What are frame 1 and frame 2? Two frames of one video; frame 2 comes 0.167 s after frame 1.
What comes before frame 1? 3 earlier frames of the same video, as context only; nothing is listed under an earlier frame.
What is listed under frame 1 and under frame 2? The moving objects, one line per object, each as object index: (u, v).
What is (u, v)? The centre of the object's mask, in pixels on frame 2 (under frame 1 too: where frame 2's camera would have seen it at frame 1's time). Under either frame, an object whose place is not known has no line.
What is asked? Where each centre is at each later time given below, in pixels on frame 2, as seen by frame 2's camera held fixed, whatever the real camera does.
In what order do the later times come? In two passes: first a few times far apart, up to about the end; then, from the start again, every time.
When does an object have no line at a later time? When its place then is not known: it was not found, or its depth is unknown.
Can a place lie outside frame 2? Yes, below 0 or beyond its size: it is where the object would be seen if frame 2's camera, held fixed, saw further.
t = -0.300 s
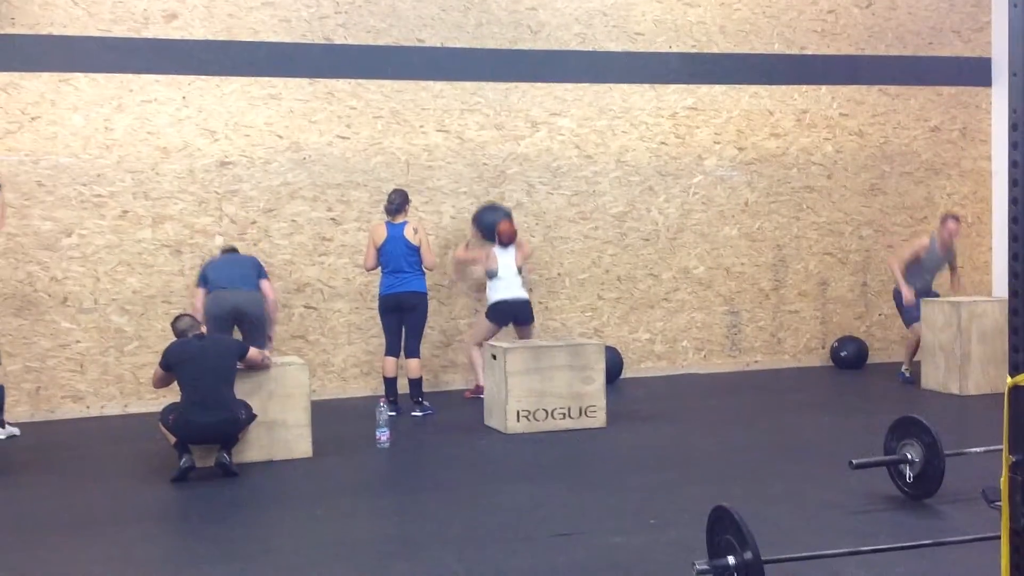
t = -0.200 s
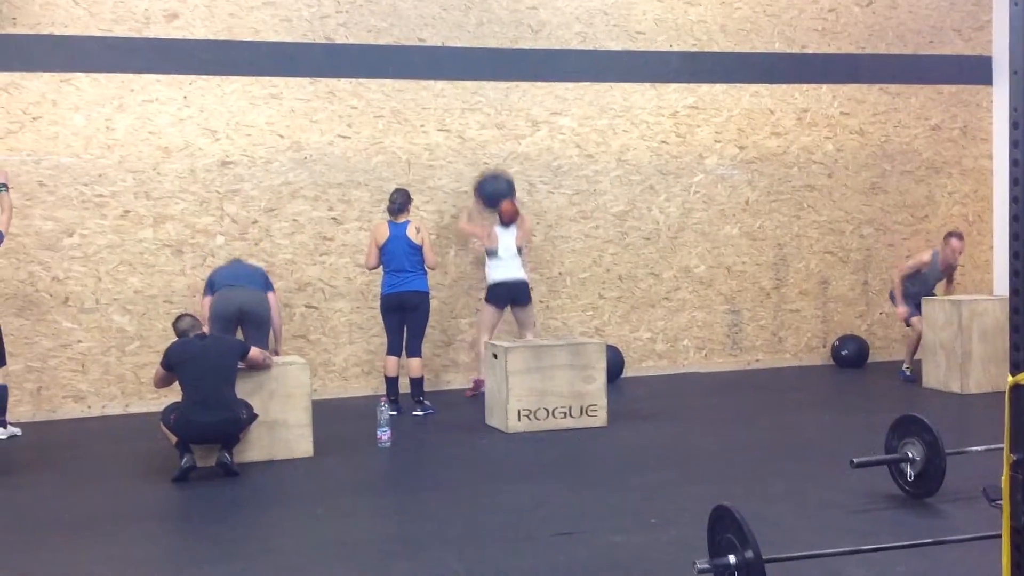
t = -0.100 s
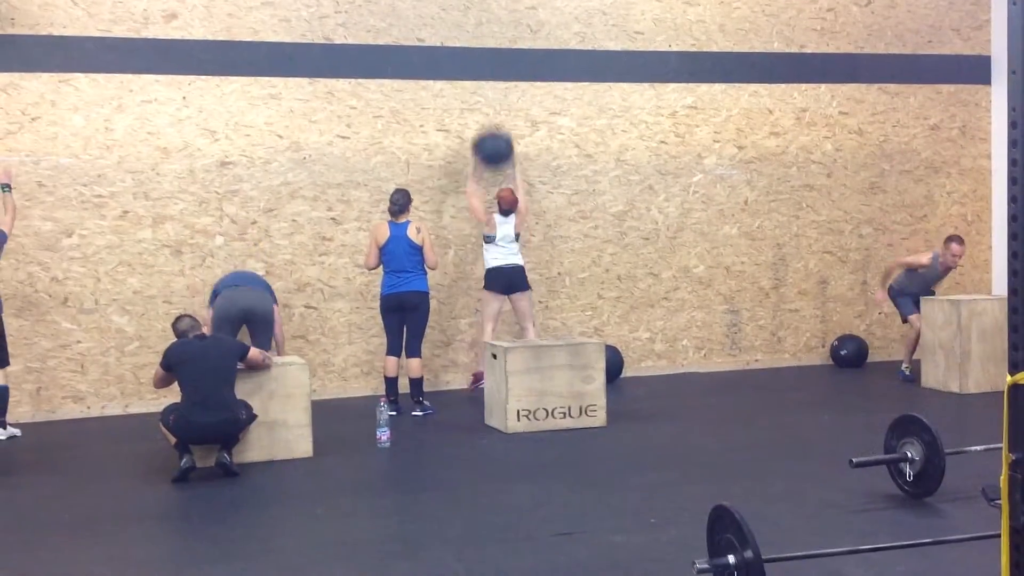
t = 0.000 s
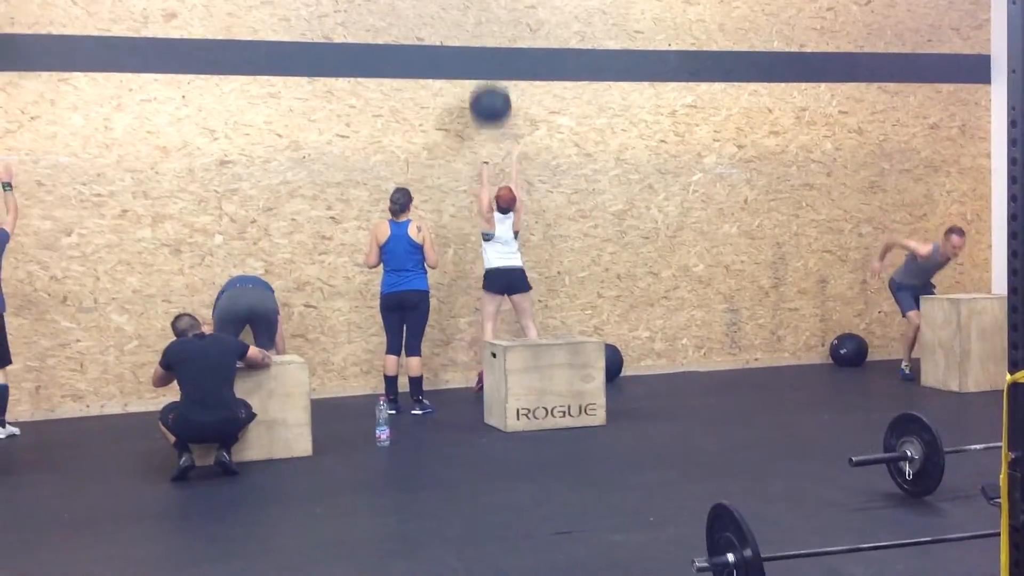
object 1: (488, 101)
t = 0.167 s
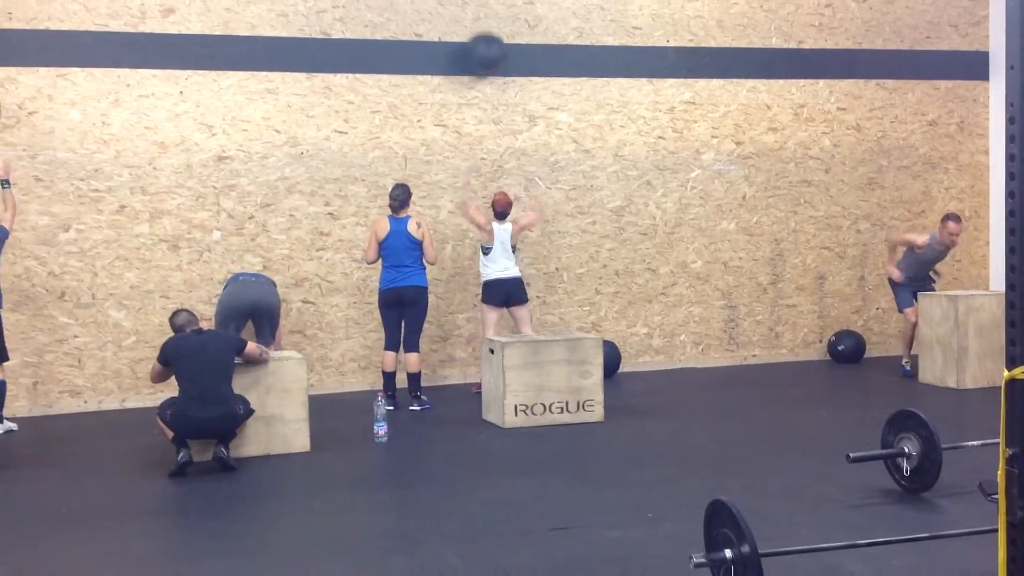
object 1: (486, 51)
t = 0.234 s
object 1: (486, 43)
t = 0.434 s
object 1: (494, 45)
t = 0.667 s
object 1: (506, 105)
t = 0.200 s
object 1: (485, 46)
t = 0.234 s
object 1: (486, 43)
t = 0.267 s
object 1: (487, 41)
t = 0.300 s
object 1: (488, 40)
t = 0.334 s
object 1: (490, 39)
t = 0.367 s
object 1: (491, 41)
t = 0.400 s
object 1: (493, 42)
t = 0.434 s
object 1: (494, 45)
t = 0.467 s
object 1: (496, 49)
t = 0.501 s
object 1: (499, 54)
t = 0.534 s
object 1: (500, 64)
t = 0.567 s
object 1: (501, 73)
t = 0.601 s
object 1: (502, 81)
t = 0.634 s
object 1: (504, 94)
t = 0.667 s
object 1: (506, 105)
